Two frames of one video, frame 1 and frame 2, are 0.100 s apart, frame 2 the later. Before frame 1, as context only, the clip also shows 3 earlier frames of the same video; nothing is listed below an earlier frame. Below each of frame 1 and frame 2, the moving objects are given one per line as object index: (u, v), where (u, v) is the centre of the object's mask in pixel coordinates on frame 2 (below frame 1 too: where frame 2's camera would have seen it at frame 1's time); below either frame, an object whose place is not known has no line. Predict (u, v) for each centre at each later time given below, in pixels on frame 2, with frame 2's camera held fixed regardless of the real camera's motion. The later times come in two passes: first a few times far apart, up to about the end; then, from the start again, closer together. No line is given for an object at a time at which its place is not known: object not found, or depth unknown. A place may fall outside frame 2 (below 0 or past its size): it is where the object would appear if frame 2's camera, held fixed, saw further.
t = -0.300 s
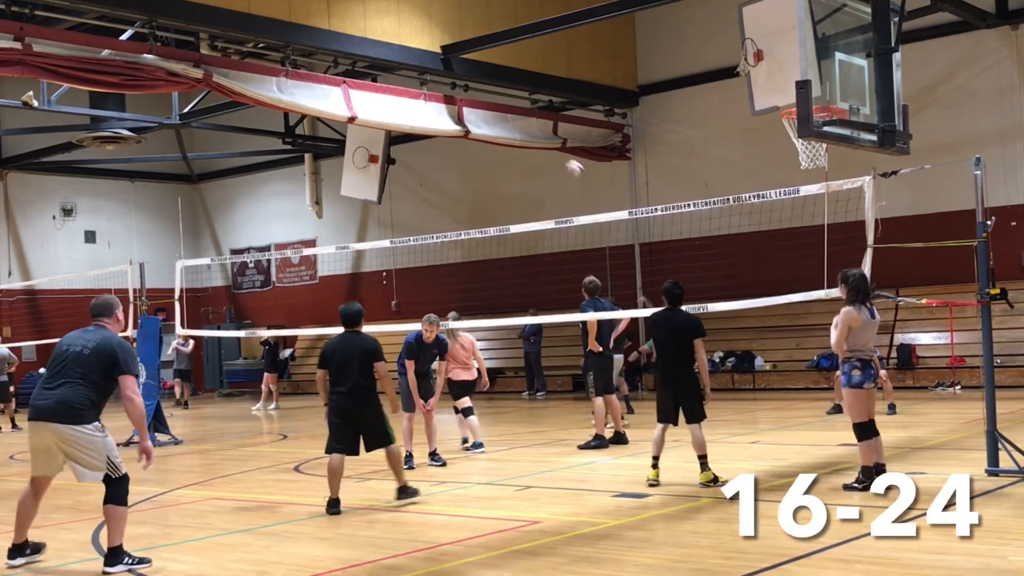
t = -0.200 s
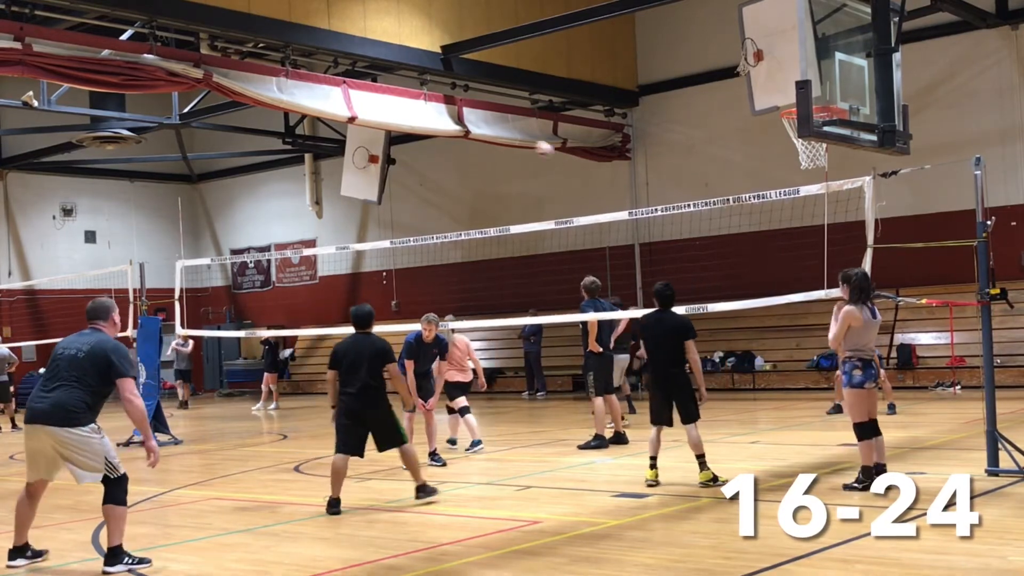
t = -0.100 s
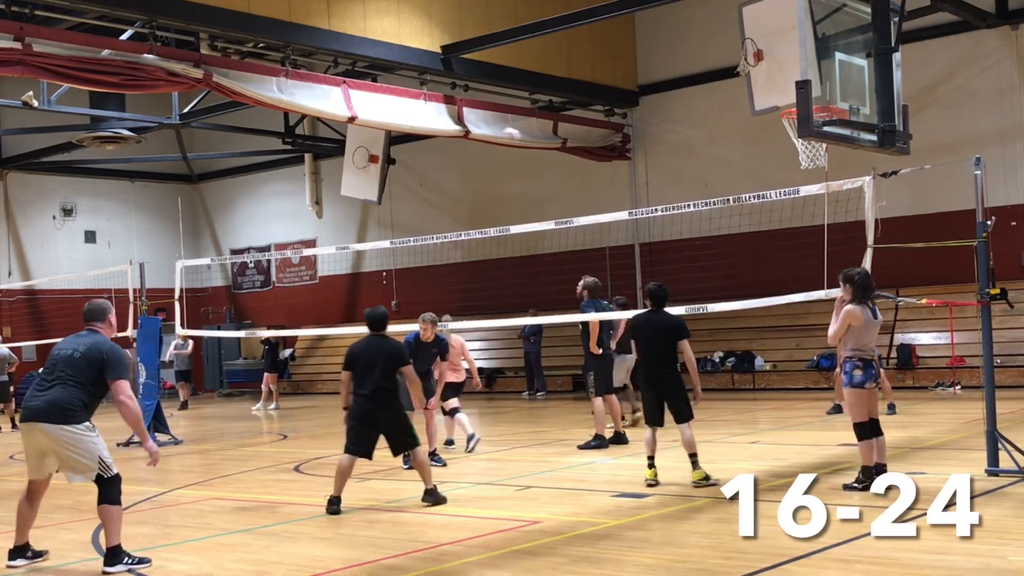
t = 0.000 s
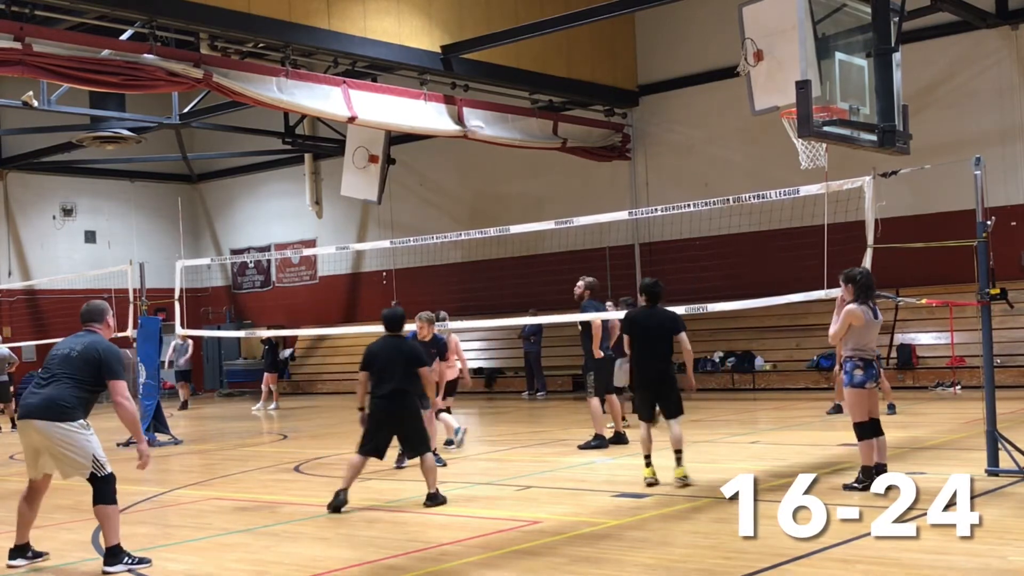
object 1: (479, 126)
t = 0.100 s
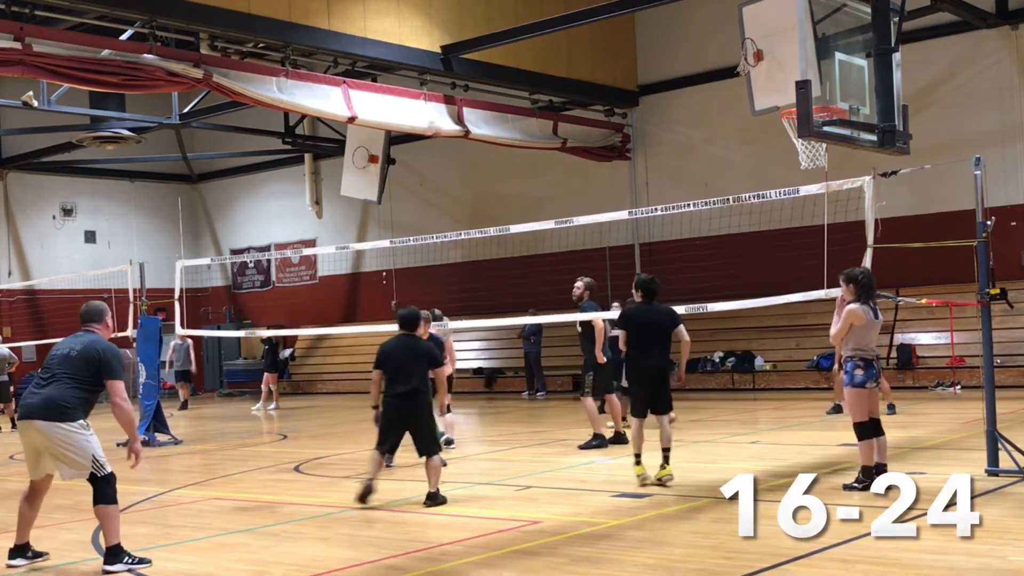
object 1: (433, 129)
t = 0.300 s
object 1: (339, 153)
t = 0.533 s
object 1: (202, 244)
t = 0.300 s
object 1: (339, 153)
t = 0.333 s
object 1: (322, 162)
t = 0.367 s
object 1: (304, 172)
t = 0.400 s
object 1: (286, 183)
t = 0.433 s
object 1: (266, 195)
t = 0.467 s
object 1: (246, 211)
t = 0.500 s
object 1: (224, 226)
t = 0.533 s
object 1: (202, 244)
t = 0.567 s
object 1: (181, 262)
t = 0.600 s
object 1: (156, 288)
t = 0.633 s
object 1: (131, 313)
